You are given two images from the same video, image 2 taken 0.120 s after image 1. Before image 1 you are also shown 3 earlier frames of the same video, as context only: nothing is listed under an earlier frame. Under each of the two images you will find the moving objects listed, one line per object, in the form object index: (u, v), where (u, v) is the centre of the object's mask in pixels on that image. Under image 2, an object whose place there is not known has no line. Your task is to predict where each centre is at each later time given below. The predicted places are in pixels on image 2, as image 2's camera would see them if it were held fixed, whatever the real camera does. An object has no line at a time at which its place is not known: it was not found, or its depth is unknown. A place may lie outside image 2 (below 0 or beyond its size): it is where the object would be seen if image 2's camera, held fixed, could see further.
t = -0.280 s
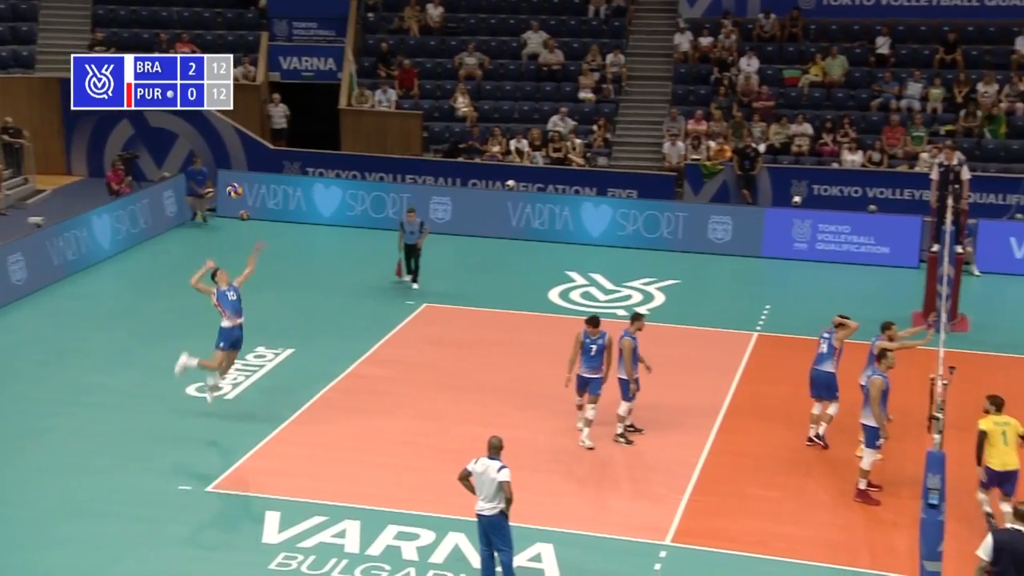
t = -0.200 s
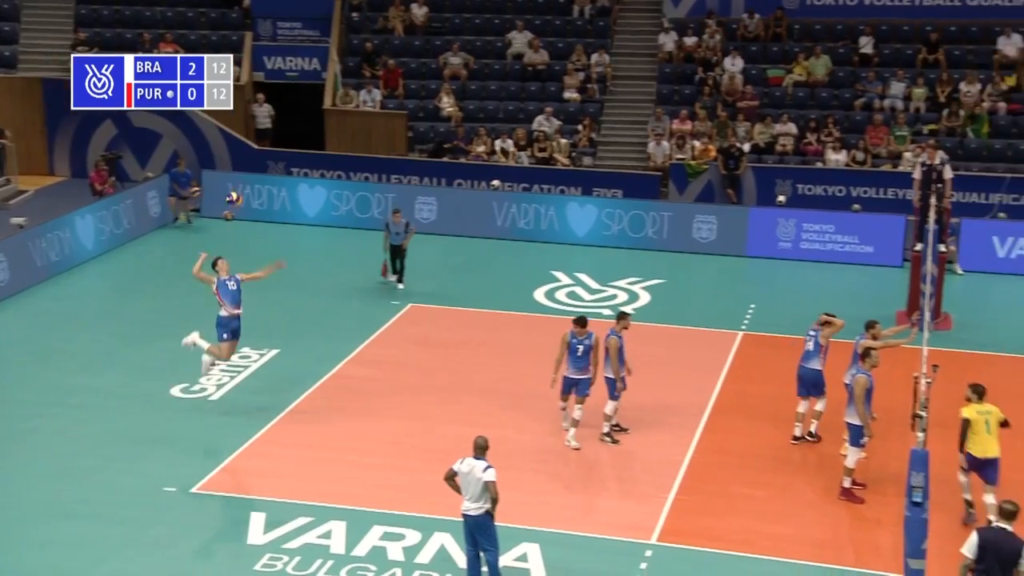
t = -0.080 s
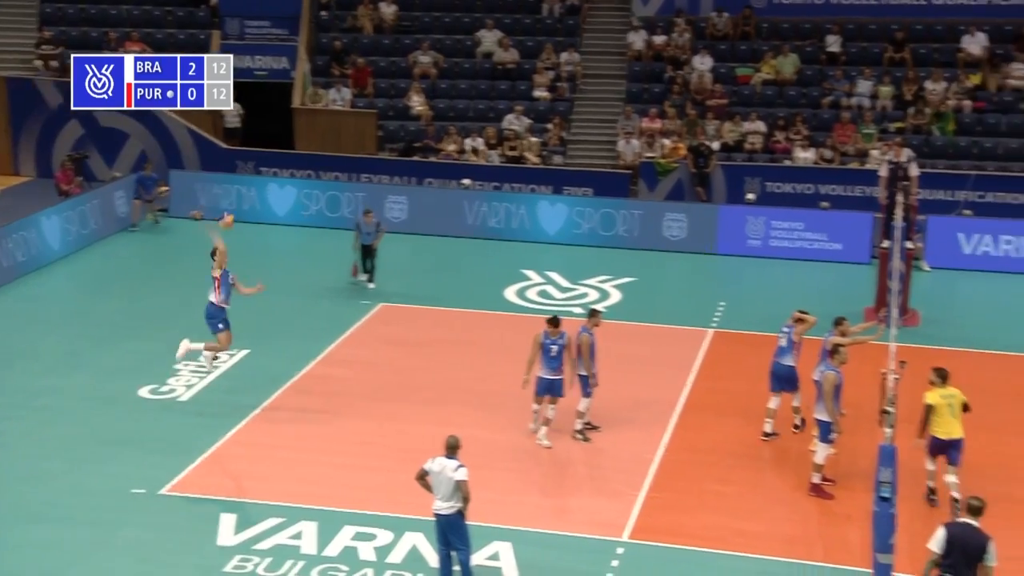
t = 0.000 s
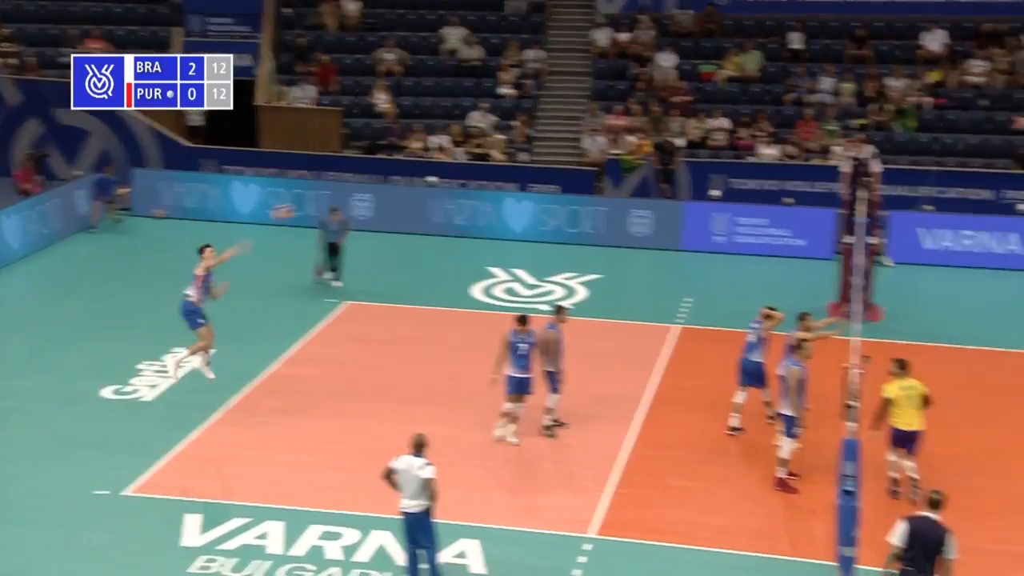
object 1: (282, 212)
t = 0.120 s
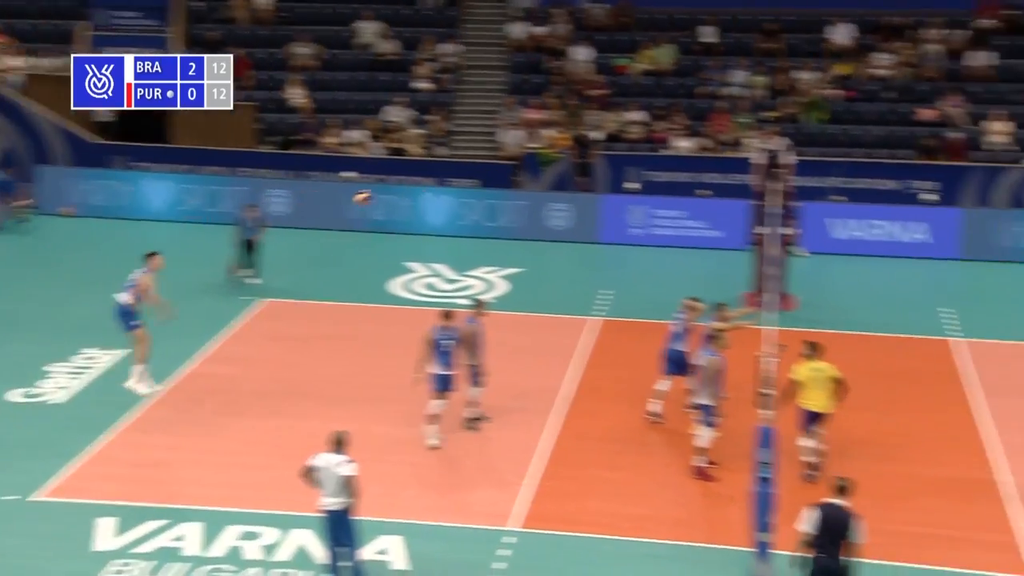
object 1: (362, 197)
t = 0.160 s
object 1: (417, 197)
